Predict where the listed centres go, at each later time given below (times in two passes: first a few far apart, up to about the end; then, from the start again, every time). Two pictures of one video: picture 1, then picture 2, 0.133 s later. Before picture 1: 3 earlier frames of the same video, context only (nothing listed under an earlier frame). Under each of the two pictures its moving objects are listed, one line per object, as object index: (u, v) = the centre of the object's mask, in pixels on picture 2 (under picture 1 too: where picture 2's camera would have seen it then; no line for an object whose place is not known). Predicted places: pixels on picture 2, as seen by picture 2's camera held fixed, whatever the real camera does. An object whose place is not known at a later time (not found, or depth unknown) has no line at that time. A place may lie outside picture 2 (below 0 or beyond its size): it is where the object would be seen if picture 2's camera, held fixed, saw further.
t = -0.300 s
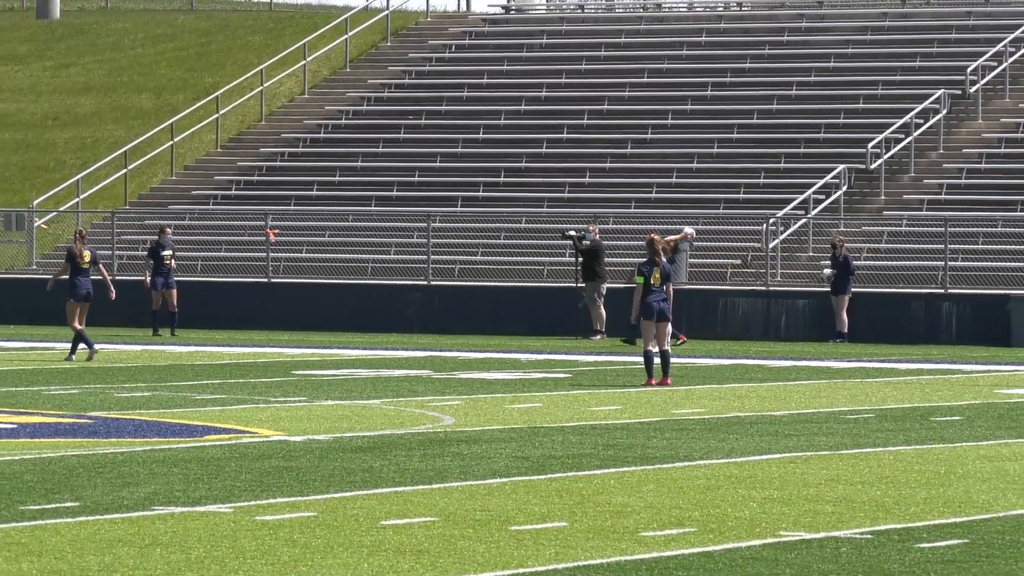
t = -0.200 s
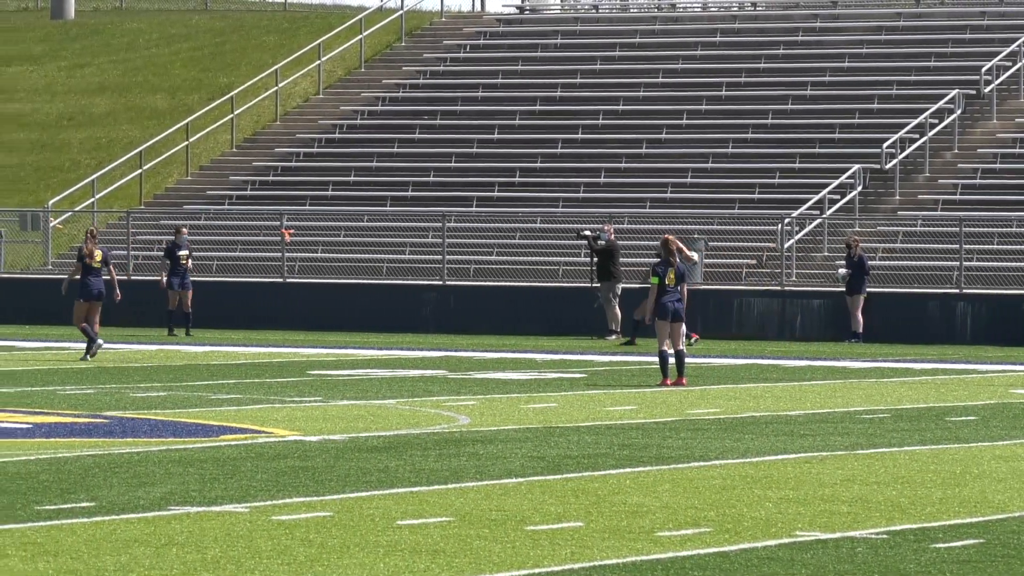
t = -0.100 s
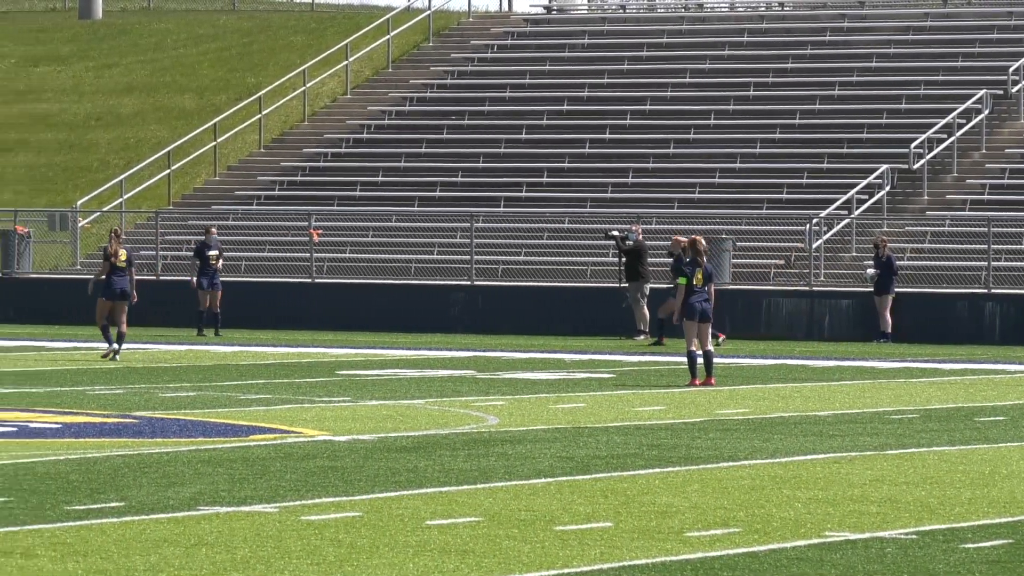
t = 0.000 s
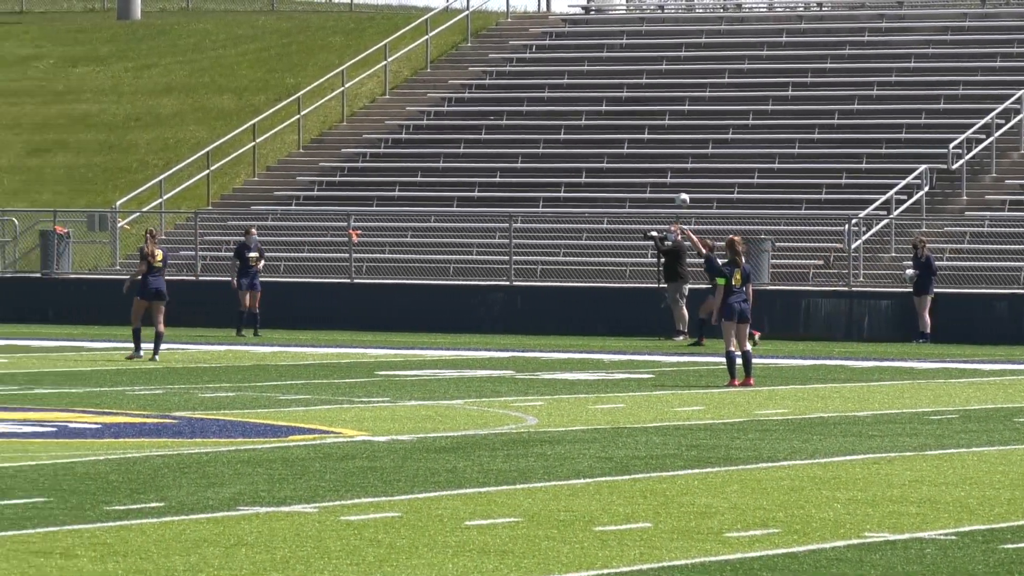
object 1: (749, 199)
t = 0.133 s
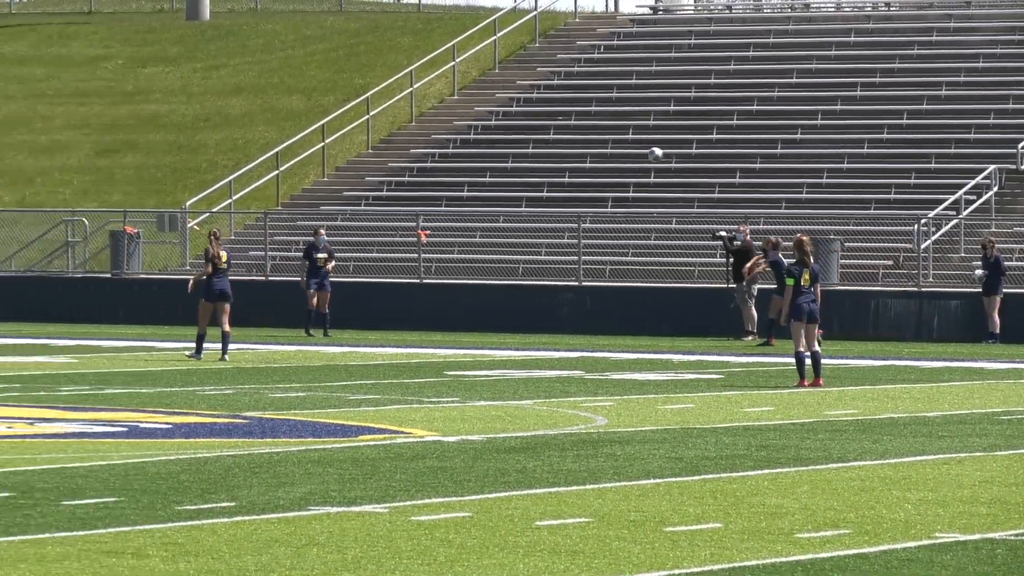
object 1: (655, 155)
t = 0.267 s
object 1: (564, 122)
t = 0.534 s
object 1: (384, 91)
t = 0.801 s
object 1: (205, 109)
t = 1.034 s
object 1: (52, 167)
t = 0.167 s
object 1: (632, 145)
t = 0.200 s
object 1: (609, 137)
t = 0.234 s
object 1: (586, 128)
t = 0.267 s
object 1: (564, 122)
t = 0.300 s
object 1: (543, 116)
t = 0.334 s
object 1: (520, 110)
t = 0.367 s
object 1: (498, 106)
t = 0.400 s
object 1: (475, 101)
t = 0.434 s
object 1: (452, 97)
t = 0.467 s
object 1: (429, 95)
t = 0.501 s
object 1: (407, 92)
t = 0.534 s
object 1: (384, 91)
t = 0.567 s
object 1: (361, 91)
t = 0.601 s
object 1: (339, 91)
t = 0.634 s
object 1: (316, 92)
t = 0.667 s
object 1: (294, 94)
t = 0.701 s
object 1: (271, 96)
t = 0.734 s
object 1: (249, 100)
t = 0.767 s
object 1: (226, 104)
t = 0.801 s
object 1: (205, 109)
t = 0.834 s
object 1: (183, 115)
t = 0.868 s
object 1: (161, 121)
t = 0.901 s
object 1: (139, 129)
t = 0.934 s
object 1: (117, 137)
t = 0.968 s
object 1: (96, 146)
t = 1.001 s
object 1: (73, 156)
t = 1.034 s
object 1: (52, 167)
